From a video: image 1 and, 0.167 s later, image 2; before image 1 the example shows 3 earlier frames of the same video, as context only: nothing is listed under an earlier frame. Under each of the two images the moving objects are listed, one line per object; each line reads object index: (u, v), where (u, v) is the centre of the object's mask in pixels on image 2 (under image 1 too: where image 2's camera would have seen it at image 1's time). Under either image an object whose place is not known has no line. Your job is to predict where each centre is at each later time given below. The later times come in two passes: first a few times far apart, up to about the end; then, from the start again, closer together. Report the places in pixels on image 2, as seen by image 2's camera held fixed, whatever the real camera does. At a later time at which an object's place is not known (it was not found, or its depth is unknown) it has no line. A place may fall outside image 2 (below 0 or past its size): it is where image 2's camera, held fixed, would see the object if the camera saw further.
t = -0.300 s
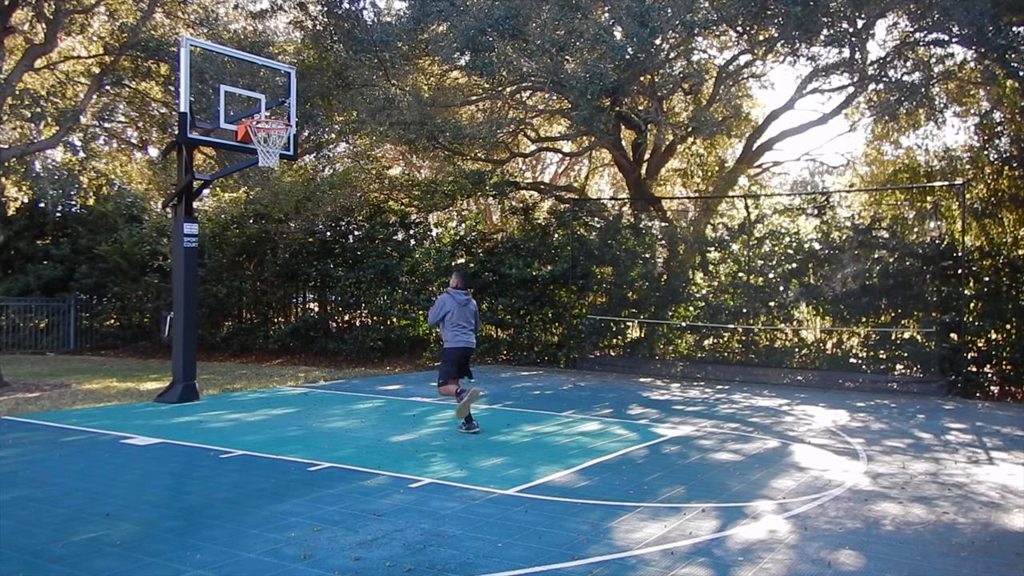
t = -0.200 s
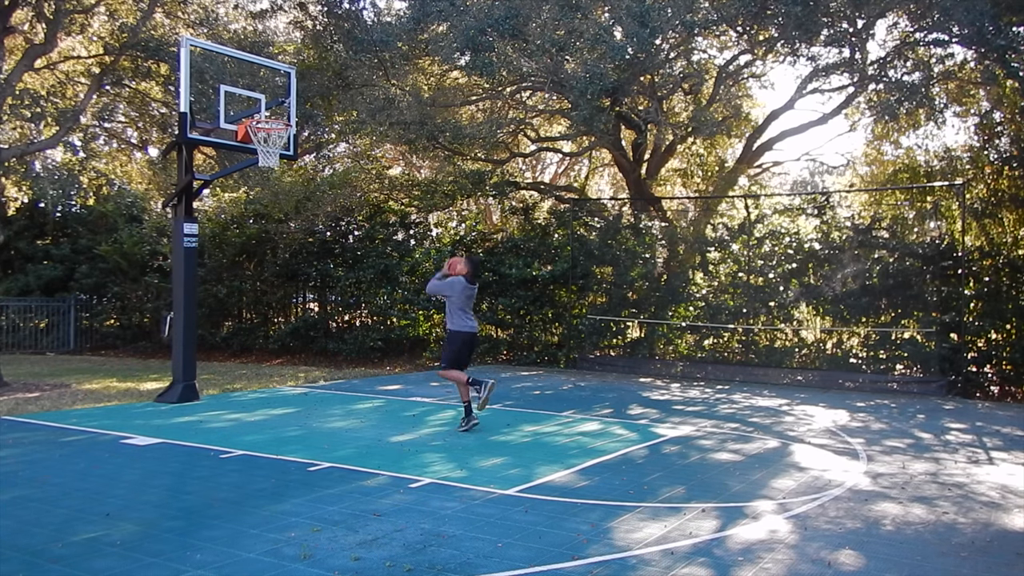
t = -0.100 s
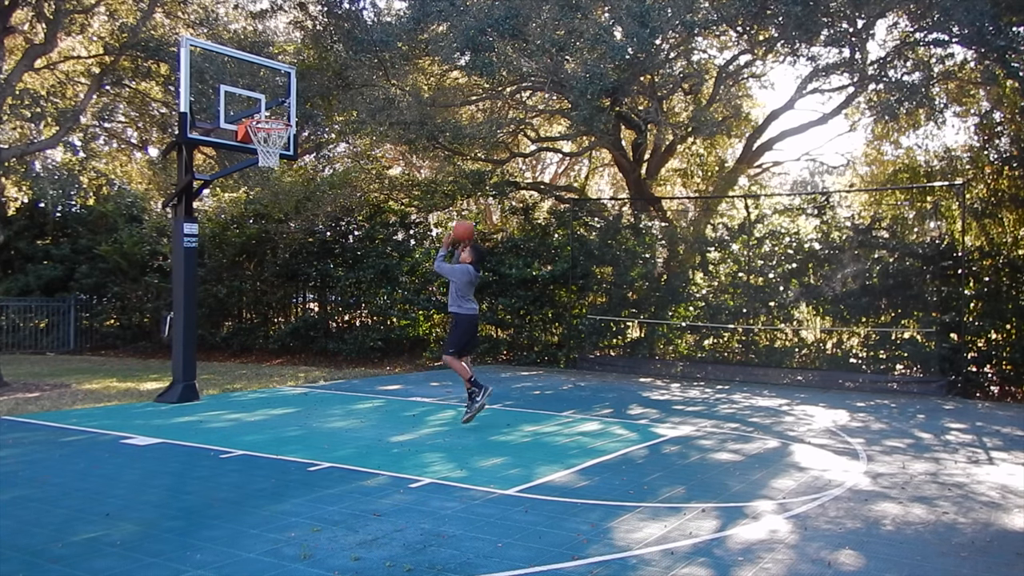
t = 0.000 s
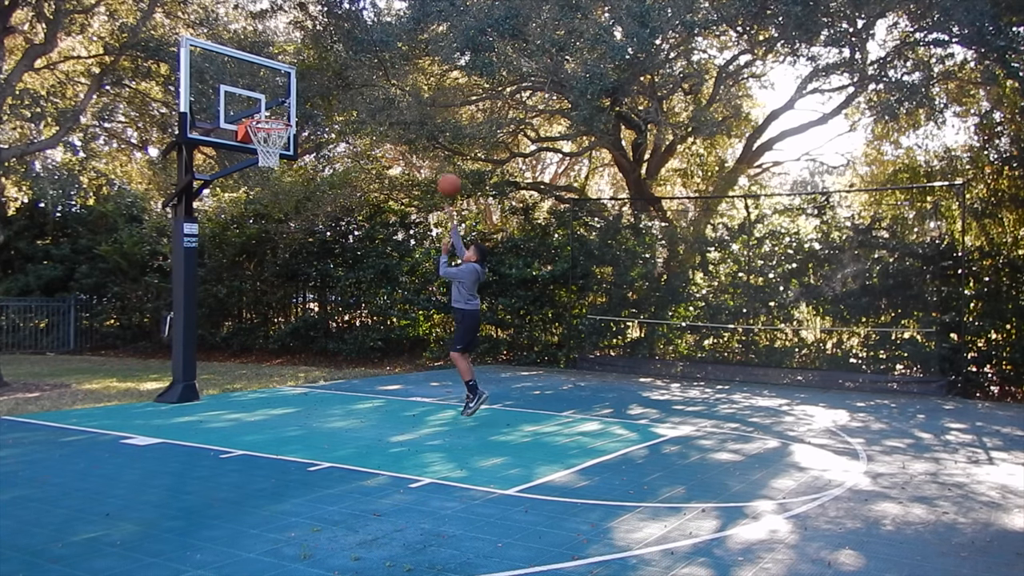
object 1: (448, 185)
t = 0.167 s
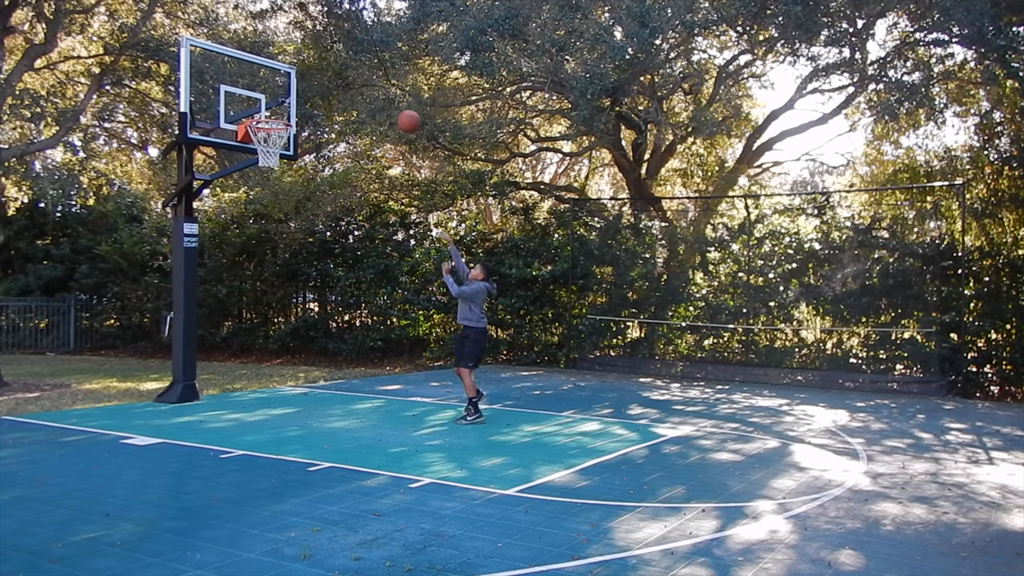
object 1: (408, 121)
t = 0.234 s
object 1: (392, 104)
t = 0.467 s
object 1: (338, 76)
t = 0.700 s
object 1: (285, 99)
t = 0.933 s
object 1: (253, 140)
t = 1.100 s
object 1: (250, 134)
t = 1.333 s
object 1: (276, 172)
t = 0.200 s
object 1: (400, 112)
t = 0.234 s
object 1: (392, 104)
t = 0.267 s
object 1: (384, 97)
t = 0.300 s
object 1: (377, 91)
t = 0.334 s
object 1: (369, 85)
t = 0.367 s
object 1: (361, 81)
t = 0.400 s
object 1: (354, 78)
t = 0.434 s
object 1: (346, 77)
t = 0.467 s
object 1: (338, 76)
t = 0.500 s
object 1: (330, 76)
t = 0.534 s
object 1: (323, 78)
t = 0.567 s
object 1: (315, 79)
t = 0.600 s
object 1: (308, 83)
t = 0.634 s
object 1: (300, 87)
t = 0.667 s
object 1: (293, 92)
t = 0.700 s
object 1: (285, 99)
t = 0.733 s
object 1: (278, 105)
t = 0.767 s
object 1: (271, 112)
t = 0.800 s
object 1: (264, 123)
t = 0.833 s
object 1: (256, 132)
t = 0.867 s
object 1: (251, 135)
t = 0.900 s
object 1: (251, 141)
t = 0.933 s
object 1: (253, 140)
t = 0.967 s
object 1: (247, 133)
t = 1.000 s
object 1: (254, 136)
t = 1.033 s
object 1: (256, 136)
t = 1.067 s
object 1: (250, 135)
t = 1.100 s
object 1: (250, 134)
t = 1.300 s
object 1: (275, 168)
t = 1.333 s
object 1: (276, 172)
